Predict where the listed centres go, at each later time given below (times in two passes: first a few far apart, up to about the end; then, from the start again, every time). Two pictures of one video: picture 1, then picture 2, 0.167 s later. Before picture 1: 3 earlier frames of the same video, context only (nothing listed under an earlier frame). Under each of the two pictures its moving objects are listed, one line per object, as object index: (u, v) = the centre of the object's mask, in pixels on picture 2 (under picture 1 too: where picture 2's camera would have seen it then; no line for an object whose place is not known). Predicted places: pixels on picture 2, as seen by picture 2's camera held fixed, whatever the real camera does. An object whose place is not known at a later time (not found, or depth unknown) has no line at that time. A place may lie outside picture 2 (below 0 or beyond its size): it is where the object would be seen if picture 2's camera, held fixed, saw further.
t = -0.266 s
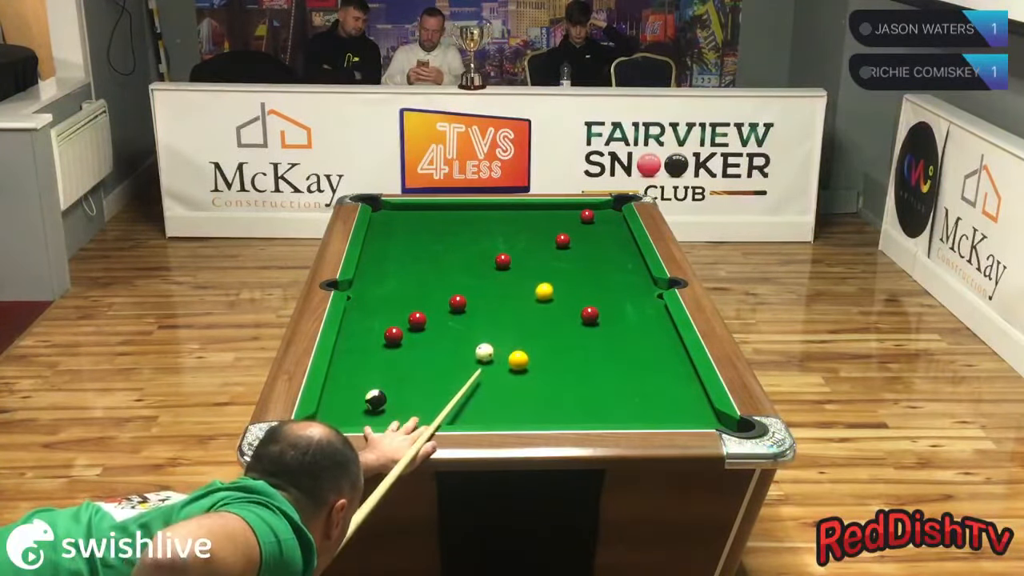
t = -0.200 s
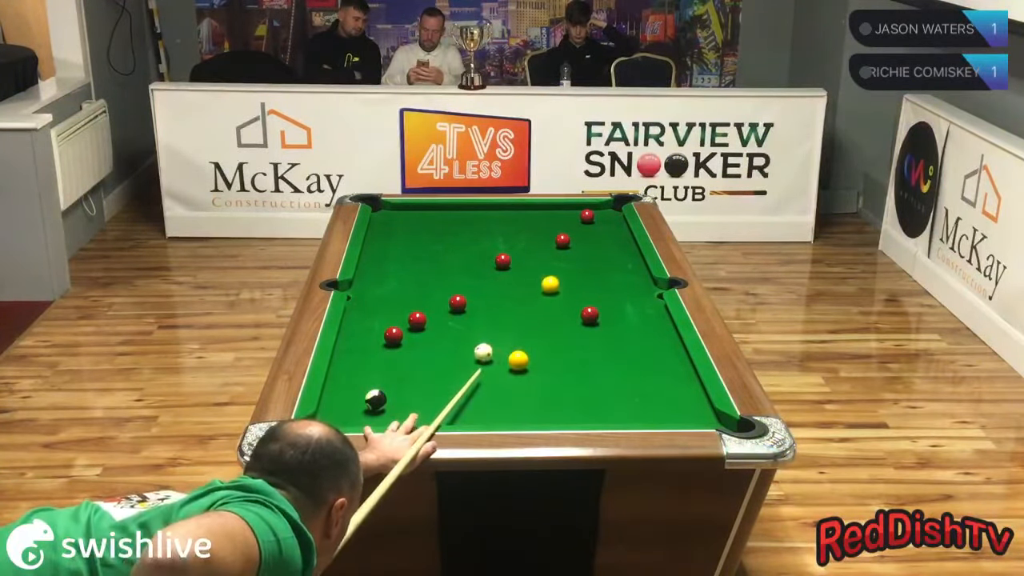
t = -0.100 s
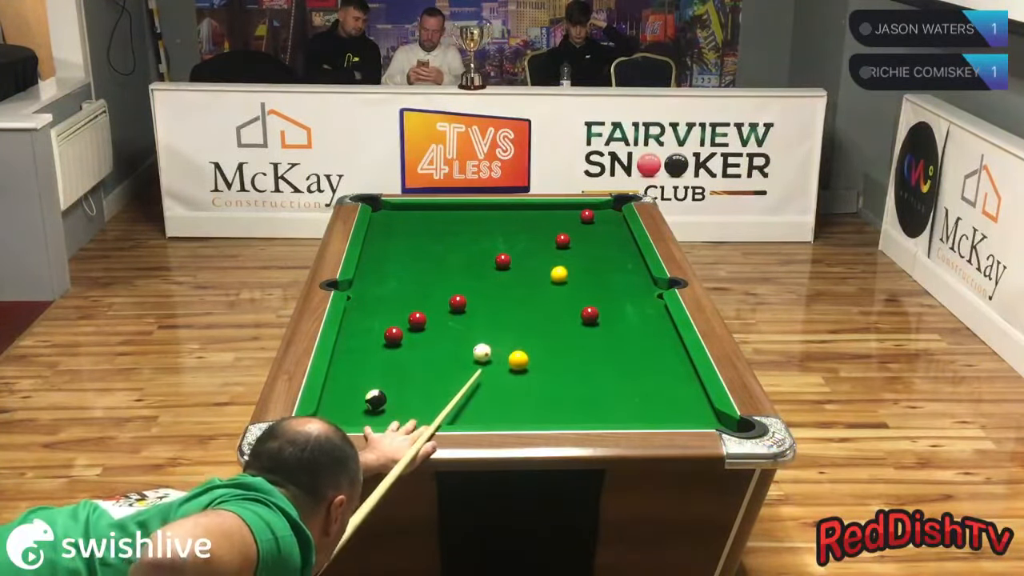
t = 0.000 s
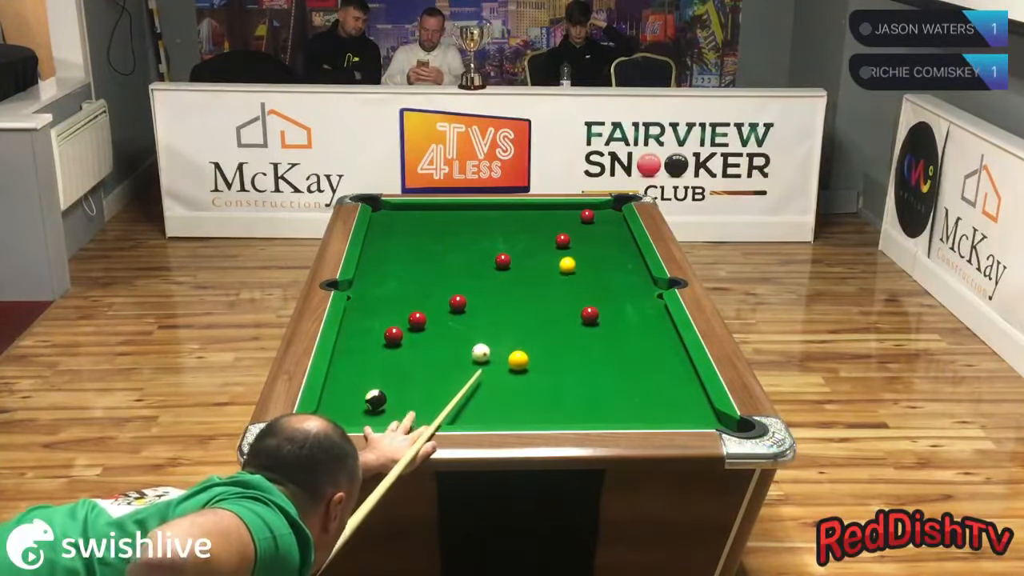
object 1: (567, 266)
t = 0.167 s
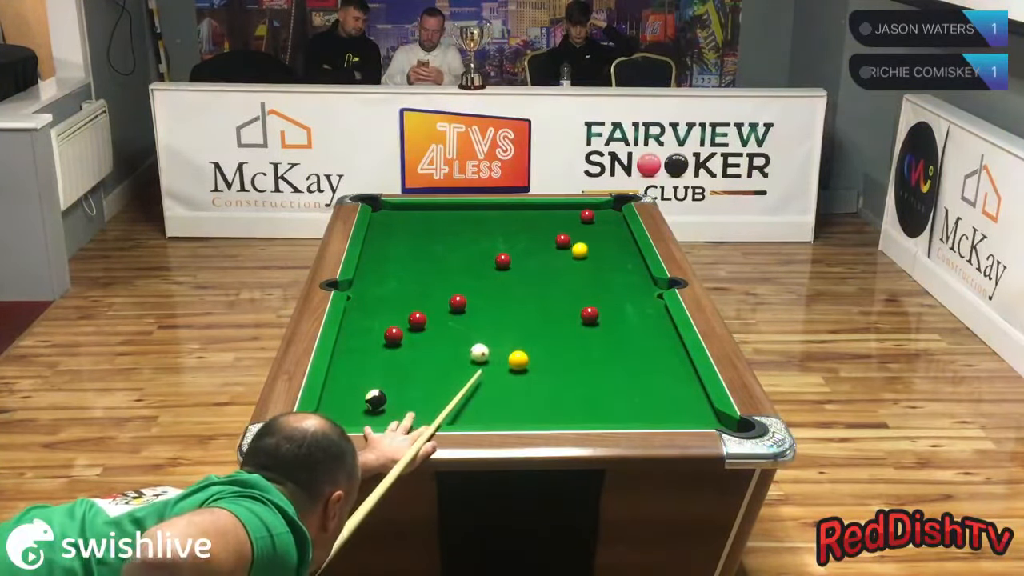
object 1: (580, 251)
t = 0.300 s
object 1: (590, 240)
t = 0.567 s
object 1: (606, 220)
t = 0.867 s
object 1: (621, 205)
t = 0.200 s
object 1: (583, 248)
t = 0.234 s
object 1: (585, 246)
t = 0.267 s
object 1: (587, 243)
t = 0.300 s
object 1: (590, 240)
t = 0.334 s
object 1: (592, 237)
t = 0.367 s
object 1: (594, 235)
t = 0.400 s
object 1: (596, 232)
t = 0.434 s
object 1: (598, 230)
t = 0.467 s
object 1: (600, 227)
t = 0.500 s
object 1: (602, 225)
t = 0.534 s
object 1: (604, 223)
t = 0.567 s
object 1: (606, 220)
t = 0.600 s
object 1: (608, 218)
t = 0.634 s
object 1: (610, 215)
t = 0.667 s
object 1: (612, 213)
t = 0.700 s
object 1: (613, 211)
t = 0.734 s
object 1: (615, 209)
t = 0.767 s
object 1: (616, 207)
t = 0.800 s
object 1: (617, 204)
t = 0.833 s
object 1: (618, 204)
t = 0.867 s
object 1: (621, 205)
